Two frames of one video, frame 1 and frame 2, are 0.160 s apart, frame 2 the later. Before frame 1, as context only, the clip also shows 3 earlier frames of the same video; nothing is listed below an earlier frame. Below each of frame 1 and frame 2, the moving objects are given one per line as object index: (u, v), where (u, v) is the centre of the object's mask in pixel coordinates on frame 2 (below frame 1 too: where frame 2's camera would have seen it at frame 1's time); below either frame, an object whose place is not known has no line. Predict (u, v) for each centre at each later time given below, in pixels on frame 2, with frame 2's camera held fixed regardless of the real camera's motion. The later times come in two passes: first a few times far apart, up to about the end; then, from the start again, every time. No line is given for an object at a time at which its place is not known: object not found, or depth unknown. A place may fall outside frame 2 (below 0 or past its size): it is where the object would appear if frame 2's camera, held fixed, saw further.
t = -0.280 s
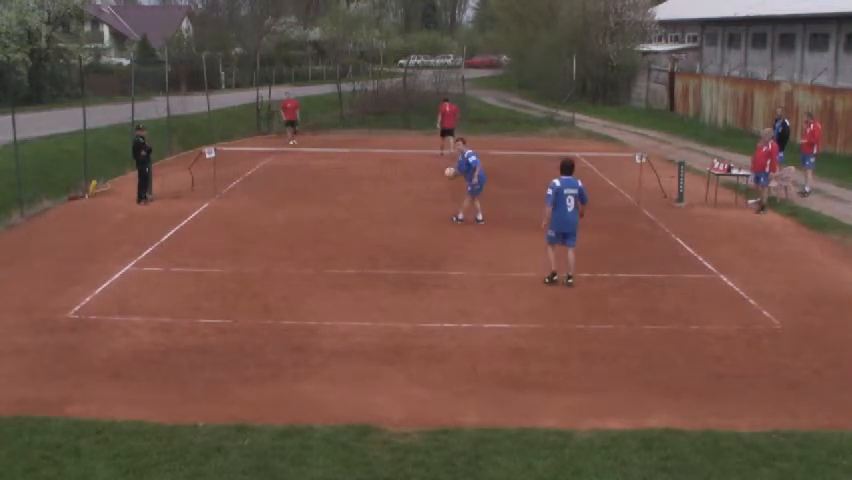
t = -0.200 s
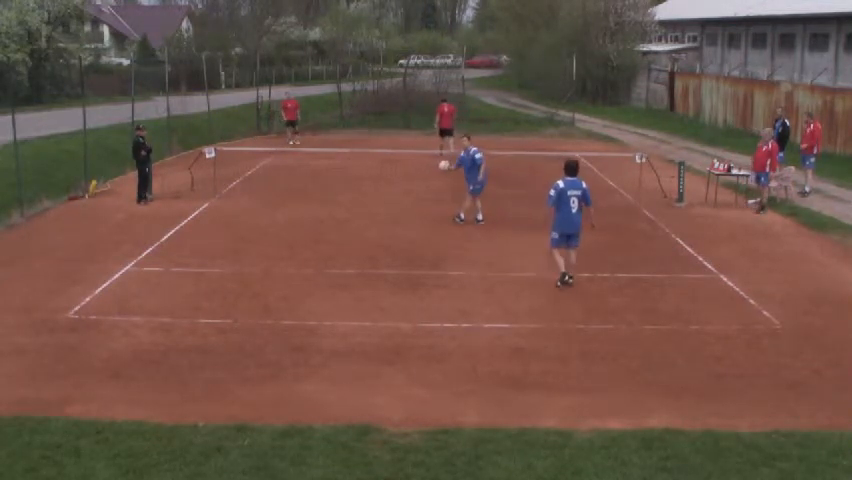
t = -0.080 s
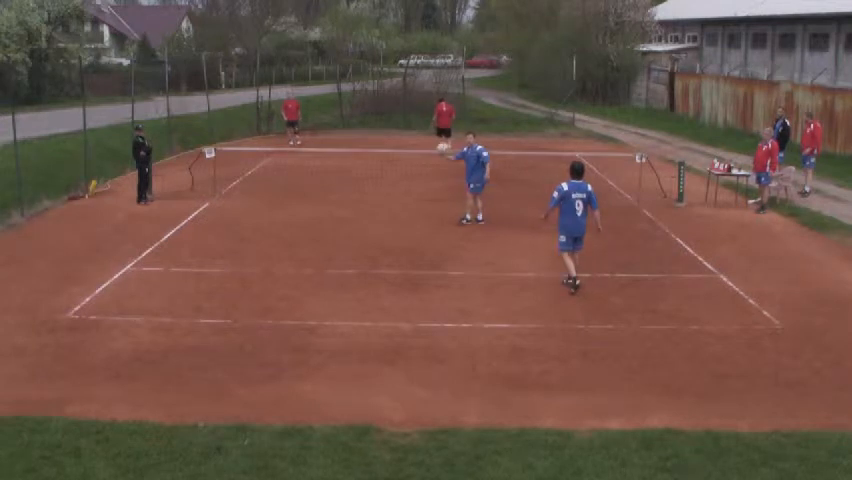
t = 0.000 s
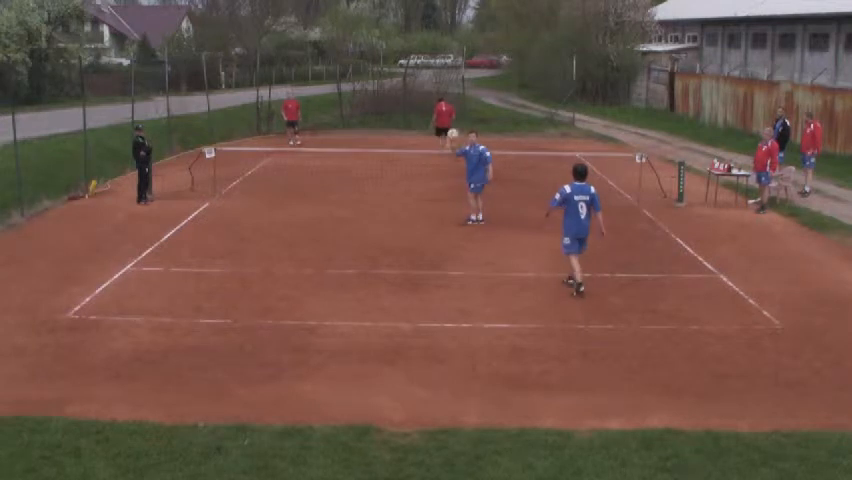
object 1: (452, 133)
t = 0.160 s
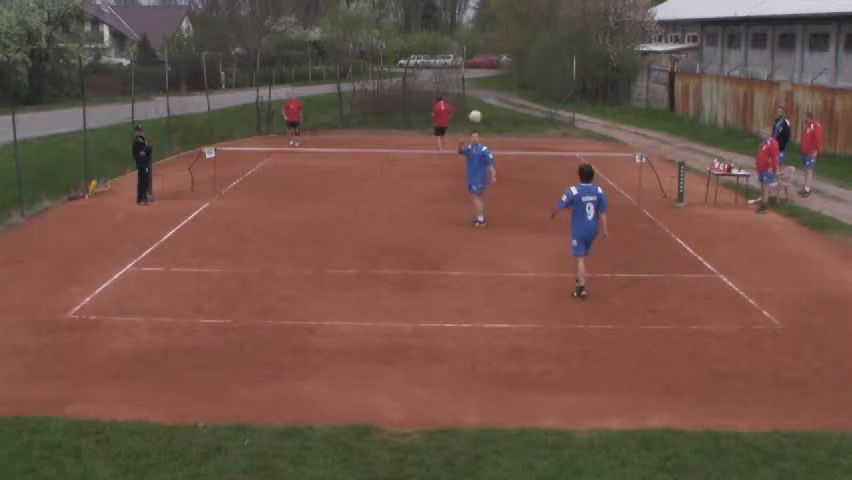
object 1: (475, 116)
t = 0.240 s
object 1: (486, 112)
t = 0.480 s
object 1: (524, 121)
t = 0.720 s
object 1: (565, 168)
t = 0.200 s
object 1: (481, 114)
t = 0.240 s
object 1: (486, 112)
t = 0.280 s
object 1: (493, 111)
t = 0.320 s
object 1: (499, 111)
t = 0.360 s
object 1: (505, 112)
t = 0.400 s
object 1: (511, 113)
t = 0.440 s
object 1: (518, 117)
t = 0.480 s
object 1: (524, 121)
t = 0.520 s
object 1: (531, 125)
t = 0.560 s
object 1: (537, 132)
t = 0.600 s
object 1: (544, 139)
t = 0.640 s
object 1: (551, 148)
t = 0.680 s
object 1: (558, 157)
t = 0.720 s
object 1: (565, 168)
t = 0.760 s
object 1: (572, 180)
